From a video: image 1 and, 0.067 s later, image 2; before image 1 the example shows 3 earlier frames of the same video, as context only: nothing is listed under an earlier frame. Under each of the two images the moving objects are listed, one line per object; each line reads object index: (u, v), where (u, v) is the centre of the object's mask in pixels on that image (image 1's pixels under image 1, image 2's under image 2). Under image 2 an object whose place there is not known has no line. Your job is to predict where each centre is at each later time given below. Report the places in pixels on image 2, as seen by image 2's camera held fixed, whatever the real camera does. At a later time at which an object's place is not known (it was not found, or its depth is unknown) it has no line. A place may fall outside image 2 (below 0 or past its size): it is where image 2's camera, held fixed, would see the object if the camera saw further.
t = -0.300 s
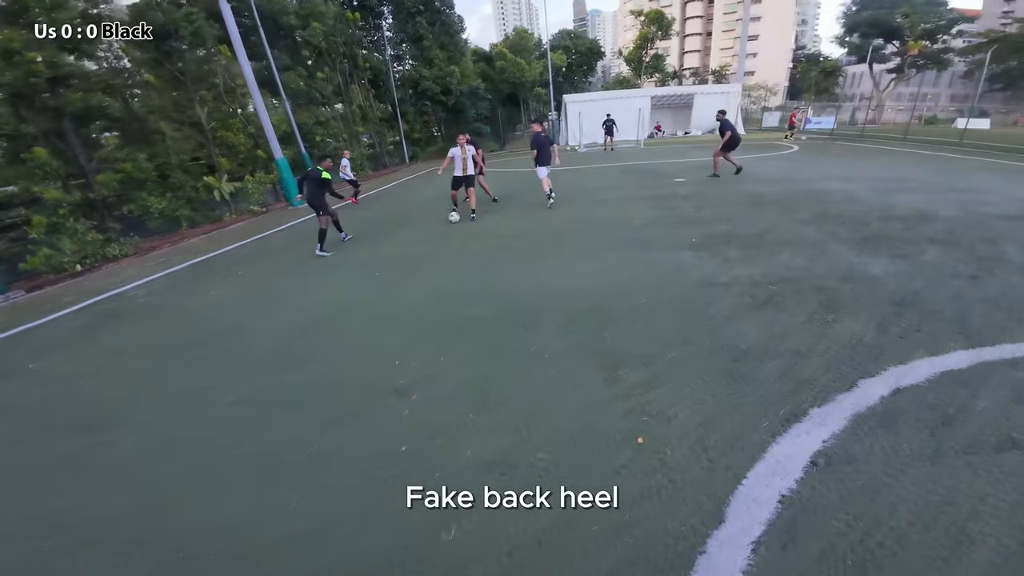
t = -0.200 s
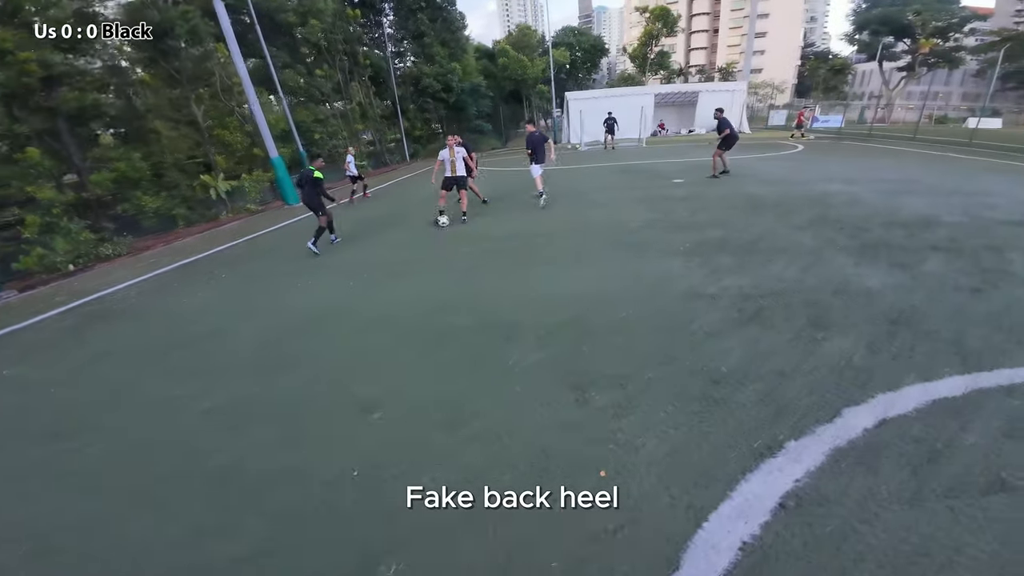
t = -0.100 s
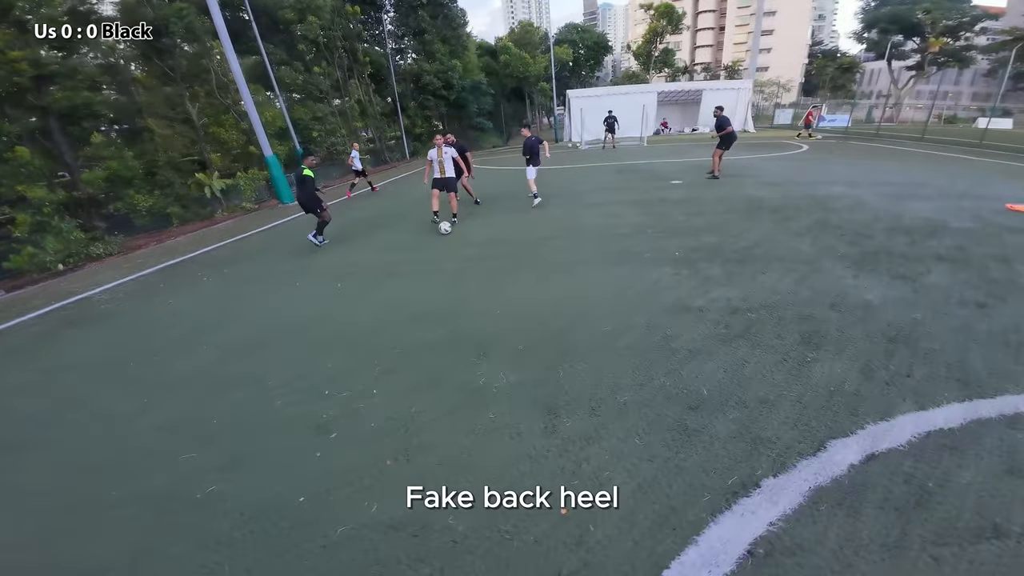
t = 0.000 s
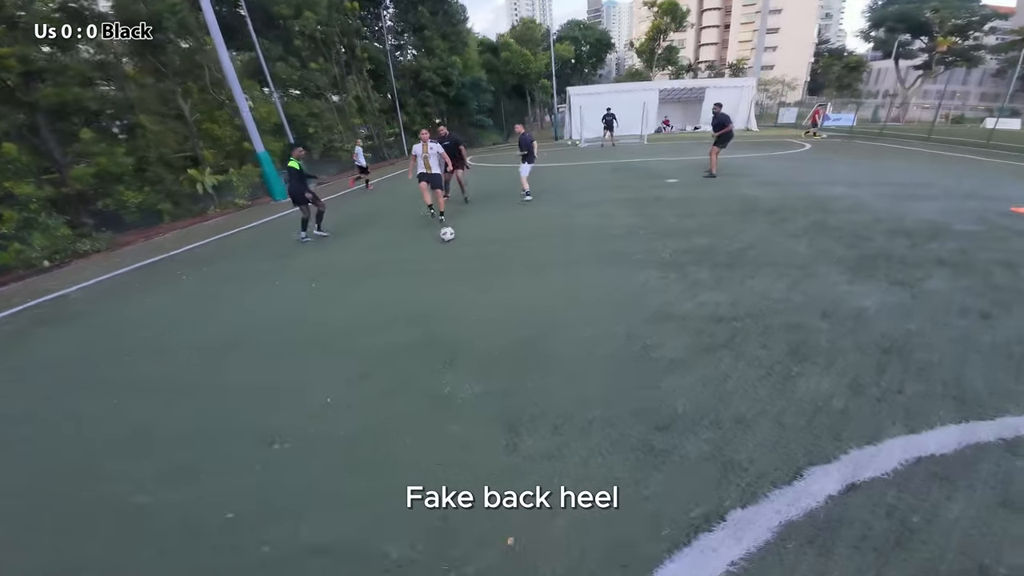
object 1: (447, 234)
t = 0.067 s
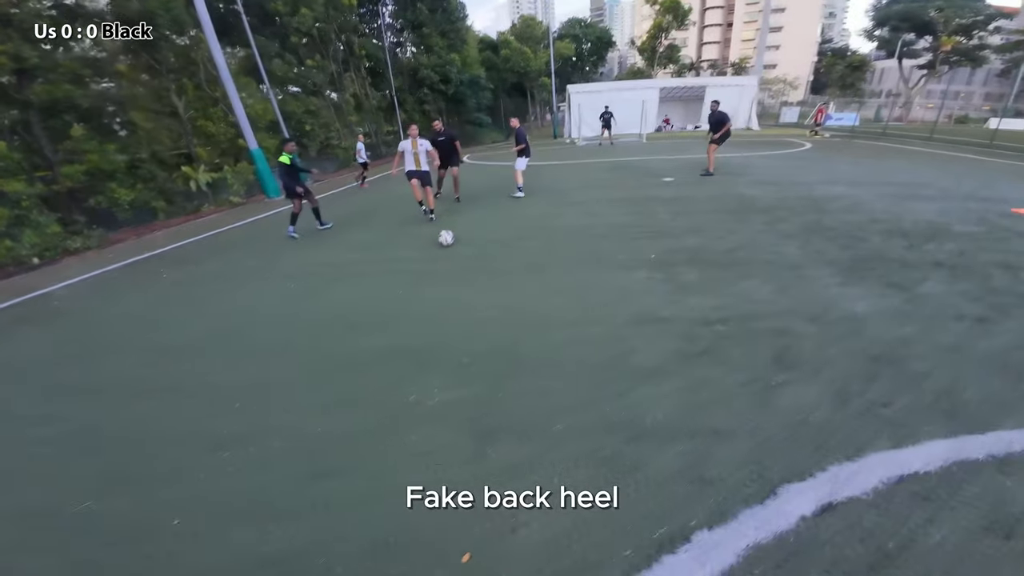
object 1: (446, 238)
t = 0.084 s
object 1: (448, 240)
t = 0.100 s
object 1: (452, 242)
